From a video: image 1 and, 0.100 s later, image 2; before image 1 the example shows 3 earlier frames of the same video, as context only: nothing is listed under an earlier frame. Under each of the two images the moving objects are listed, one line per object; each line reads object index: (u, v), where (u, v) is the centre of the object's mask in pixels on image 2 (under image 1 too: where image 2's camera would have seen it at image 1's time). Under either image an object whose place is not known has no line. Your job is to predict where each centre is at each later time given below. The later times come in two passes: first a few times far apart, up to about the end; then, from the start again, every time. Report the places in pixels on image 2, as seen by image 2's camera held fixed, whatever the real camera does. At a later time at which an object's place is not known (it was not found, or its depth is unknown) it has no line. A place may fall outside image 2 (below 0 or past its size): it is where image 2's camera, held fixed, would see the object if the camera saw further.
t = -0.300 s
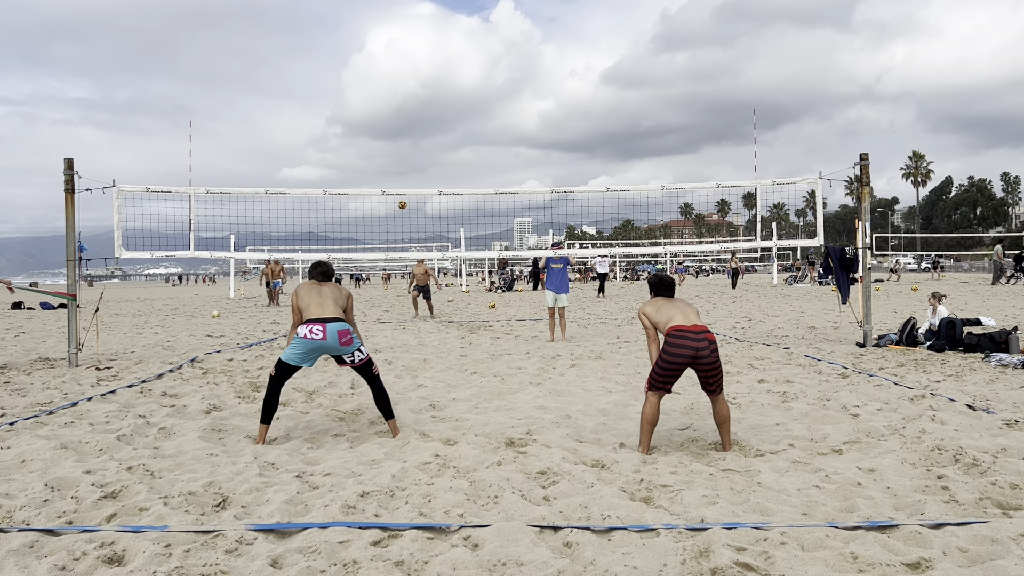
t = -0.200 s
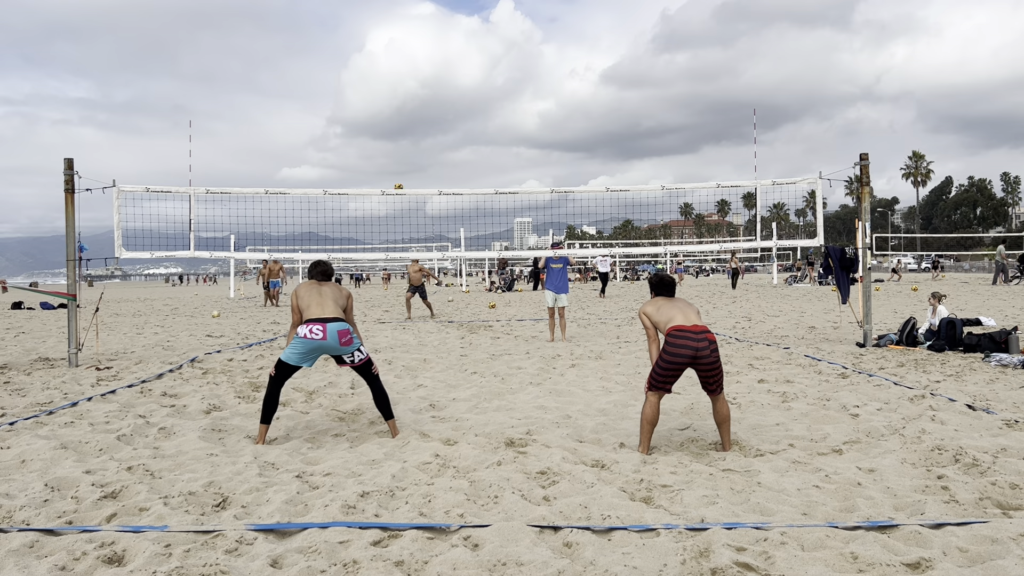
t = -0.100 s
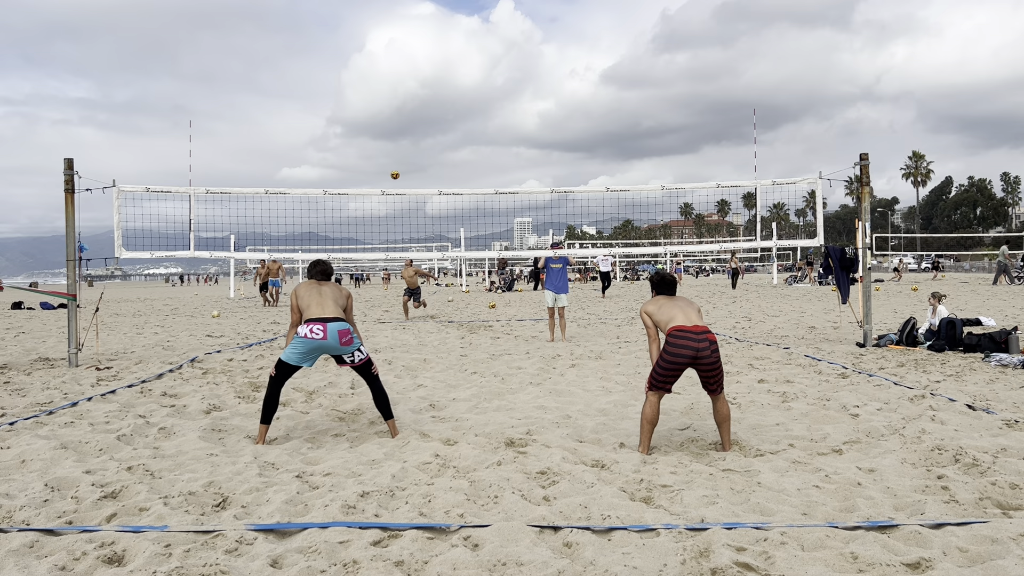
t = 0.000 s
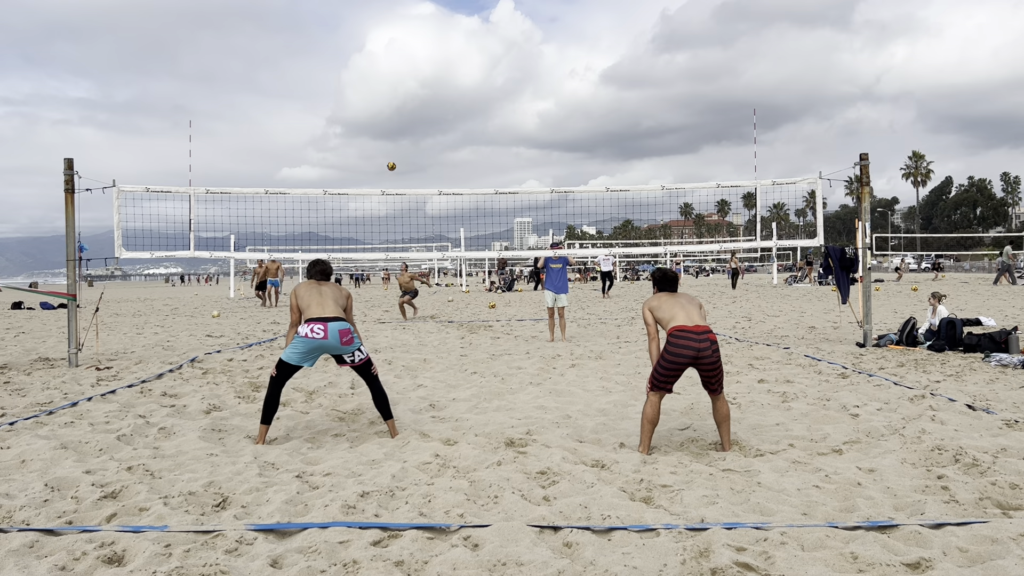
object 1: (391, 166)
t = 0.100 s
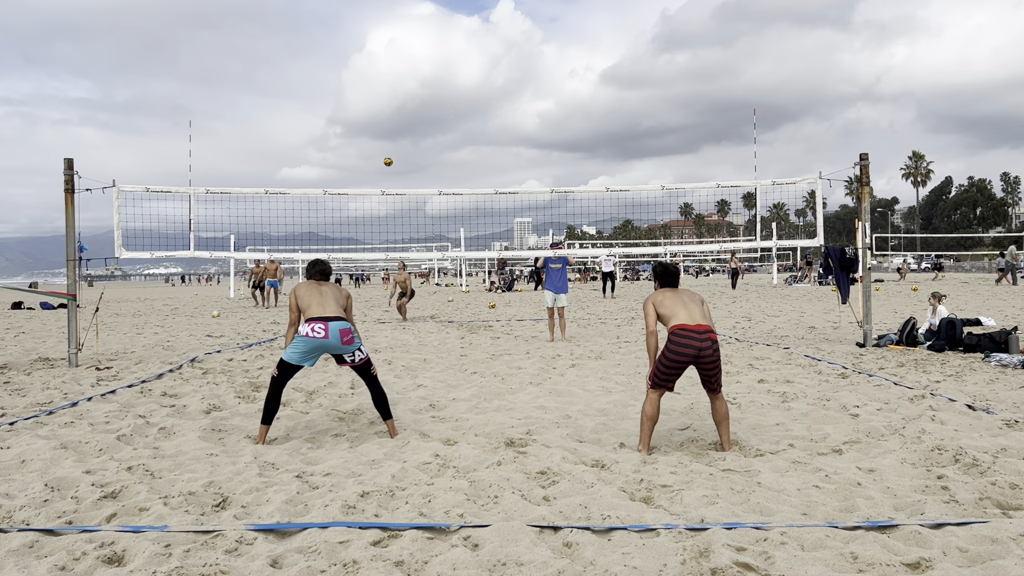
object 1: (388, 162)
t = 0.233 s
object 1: (384, 162)
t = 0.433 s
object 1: (379, 177)
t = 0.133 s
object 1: (387, 161)
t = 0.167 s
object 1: (386, 161)
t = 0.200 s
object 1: (385, 161)
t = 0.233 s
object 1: (384, 162)
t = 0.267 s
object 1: (383, 163)
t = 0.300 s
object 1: (382, 165)
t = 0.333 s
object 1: (381, 168)
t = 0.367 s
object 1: (380, 170)
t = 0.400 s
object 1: (380, 173)
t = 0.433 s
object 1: (379, 177)
